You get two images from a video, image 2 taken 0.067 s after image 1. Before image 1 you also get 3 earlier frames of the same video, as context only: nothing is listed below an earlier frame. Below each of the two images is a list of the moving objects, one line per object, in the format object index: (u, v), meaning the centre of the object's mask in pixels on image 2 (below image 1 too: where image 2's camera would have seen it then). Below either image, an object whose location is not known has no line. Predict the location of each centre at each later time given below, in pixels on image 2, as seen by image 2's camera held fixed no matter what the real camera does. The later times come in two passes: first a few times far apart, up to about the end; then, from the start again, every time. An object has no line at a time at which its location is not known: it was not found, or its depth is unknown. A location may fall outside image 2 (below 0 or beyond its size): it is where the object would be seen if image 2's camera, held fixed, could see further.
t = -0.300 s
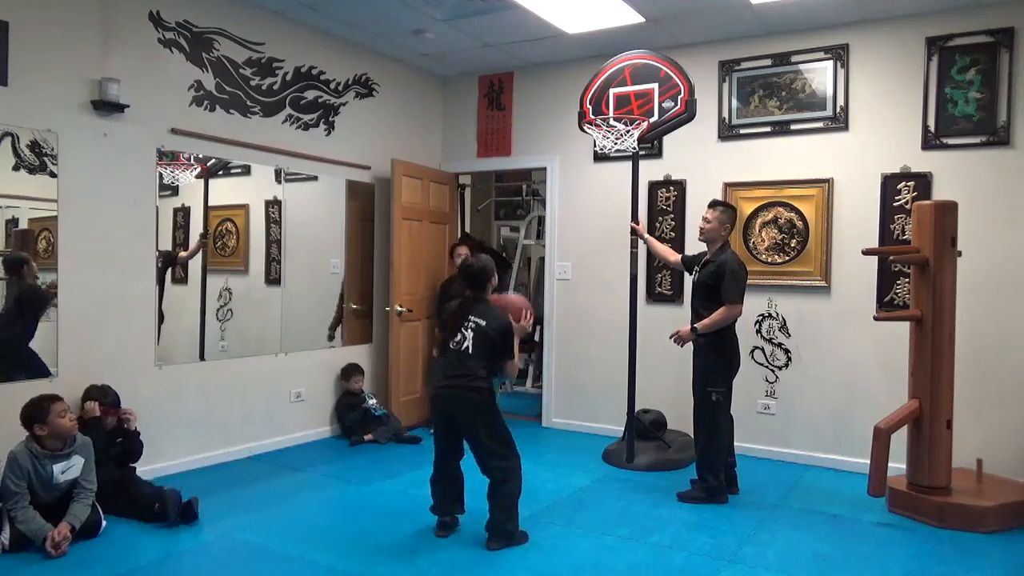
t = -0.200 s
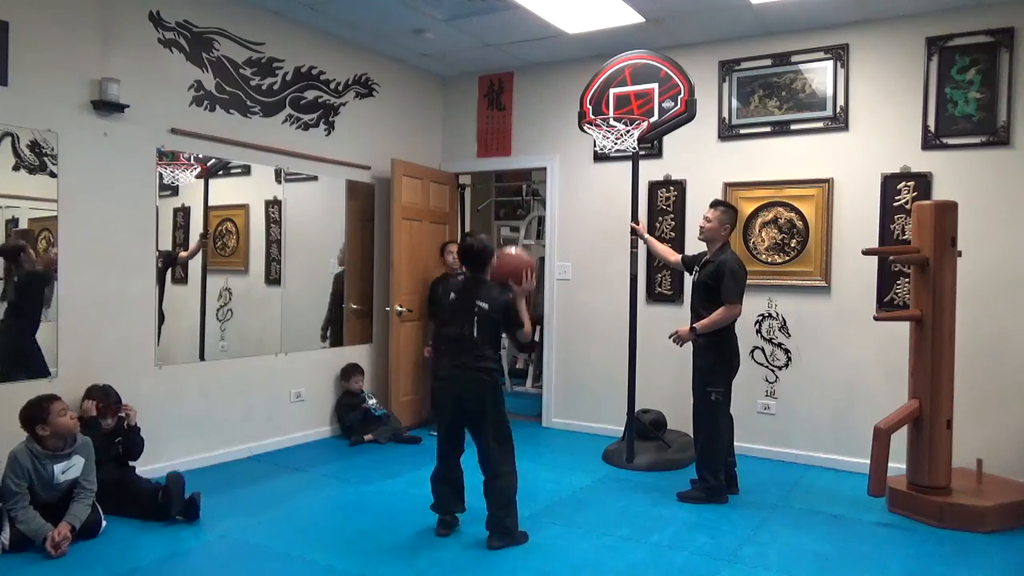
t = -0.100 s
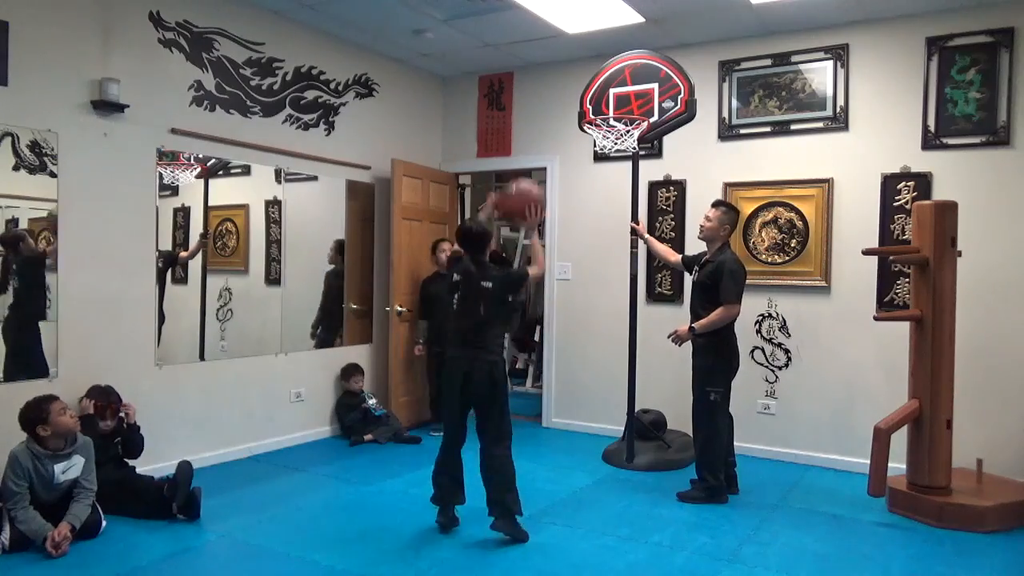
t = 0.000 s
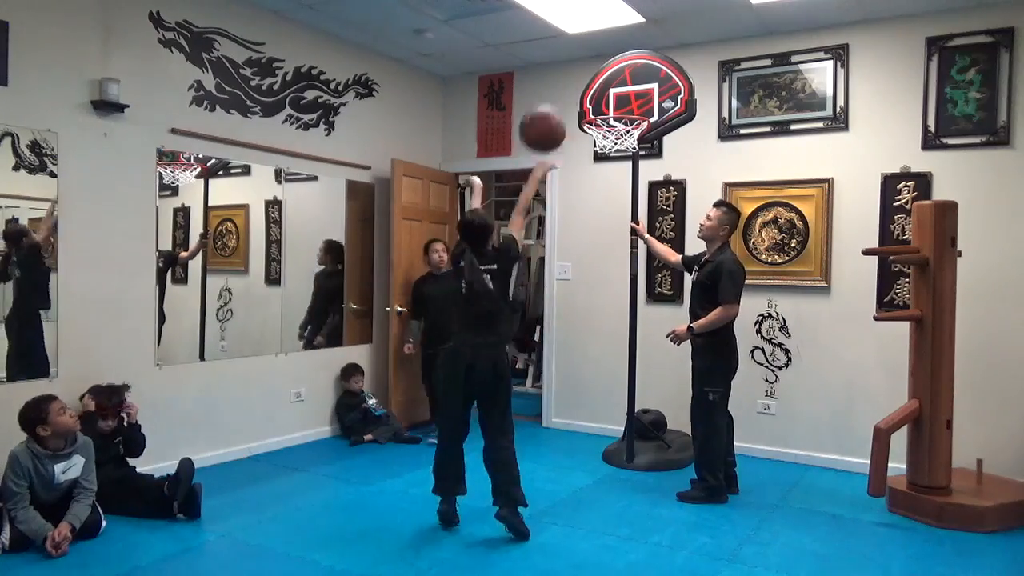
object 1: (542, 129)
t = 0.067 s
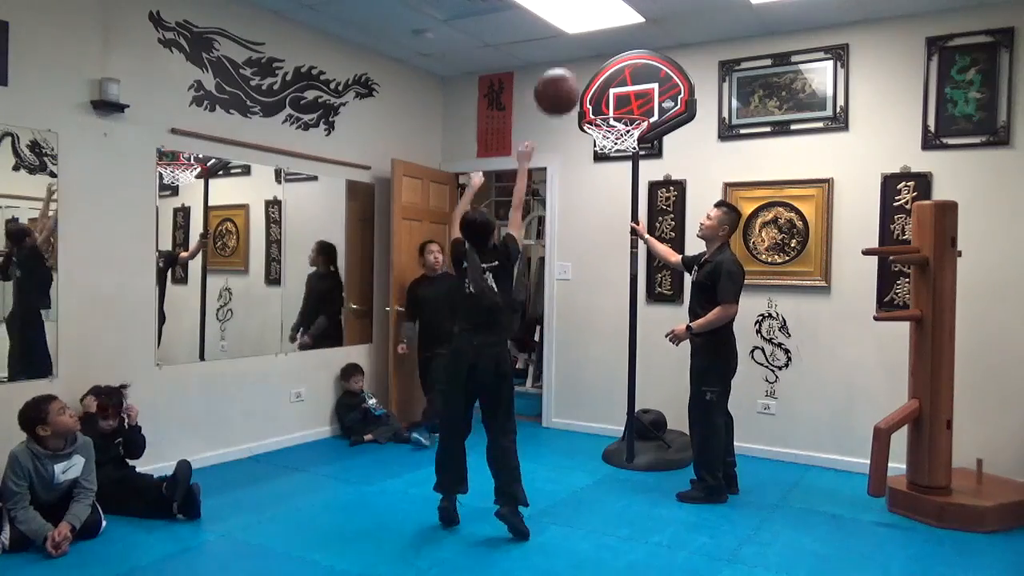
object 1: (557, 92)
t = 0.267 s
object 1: (594, 39)
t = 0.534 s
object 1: (628, 66)
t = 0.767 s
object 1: (614, 144)
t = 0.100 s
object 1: (563, 77)
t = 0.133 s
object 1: (570, 65)
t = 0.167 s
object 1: (576, 55)
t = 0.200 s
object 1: (582, 48)
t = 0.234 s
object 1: (588, 43)
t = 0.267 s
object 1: (594, 39)
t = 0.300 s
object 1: (600, 37)
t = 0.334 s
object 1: (606, 37)
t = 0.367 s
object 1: (610, 38)
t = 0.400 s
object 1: (615, 42)
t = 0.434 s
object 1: (620, 45)
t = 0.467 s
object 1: (624, 52)
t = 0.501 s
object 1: (628, 60)
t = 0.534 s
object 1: (628, 66)
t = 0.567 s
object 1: (627, 73)
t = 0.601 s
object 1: (627, 83)
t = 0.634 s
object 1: (625, 94)
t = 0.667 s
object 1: (624, 103)
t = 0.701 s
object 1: (622, 109)
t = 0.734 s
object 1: (620, 120)
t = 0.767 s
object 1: (614, 144)
